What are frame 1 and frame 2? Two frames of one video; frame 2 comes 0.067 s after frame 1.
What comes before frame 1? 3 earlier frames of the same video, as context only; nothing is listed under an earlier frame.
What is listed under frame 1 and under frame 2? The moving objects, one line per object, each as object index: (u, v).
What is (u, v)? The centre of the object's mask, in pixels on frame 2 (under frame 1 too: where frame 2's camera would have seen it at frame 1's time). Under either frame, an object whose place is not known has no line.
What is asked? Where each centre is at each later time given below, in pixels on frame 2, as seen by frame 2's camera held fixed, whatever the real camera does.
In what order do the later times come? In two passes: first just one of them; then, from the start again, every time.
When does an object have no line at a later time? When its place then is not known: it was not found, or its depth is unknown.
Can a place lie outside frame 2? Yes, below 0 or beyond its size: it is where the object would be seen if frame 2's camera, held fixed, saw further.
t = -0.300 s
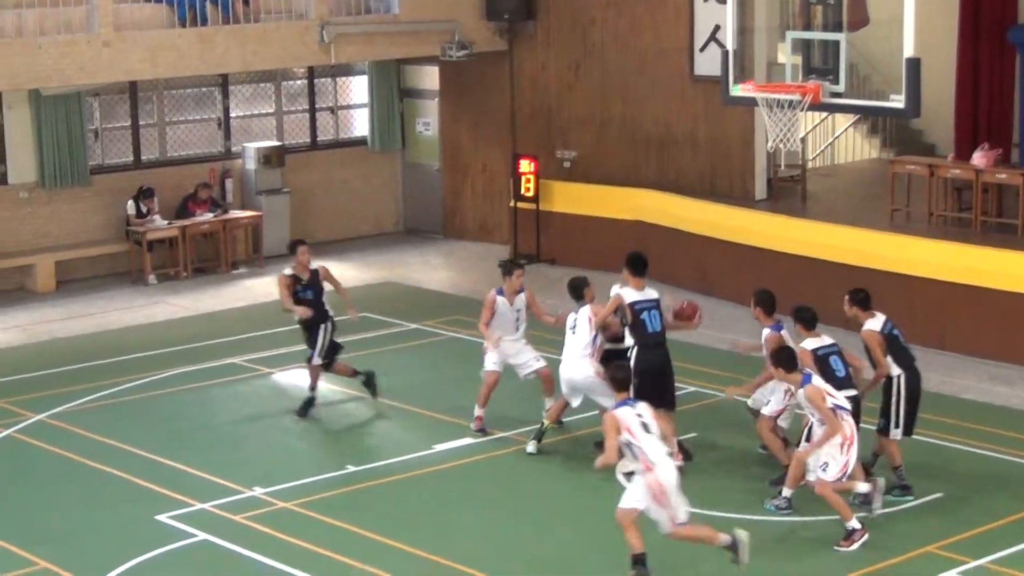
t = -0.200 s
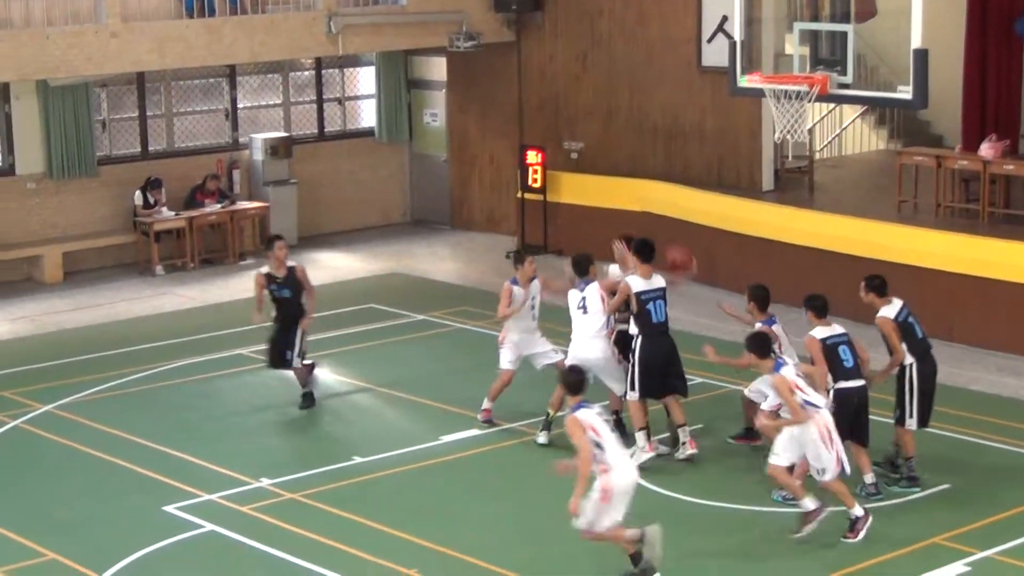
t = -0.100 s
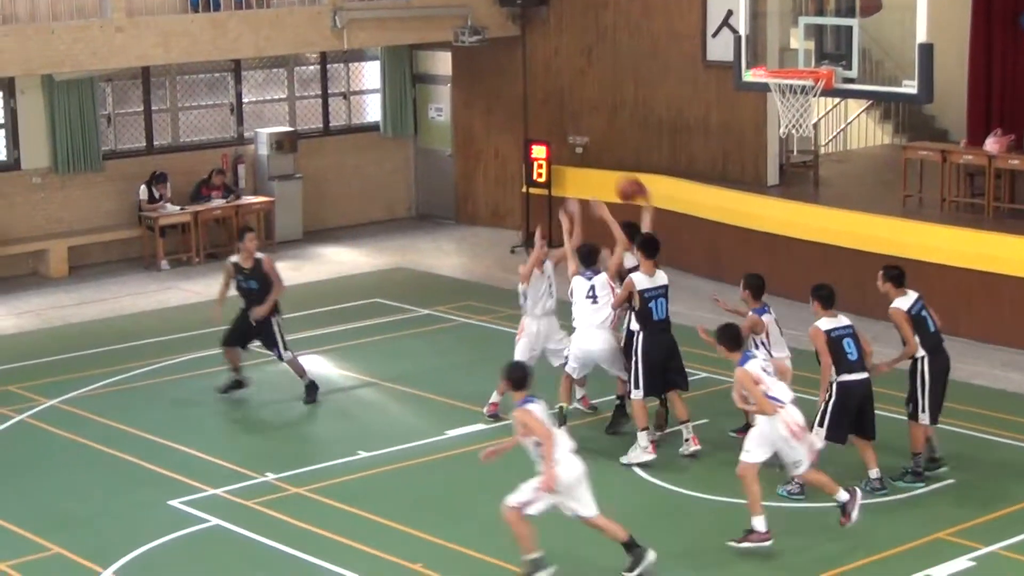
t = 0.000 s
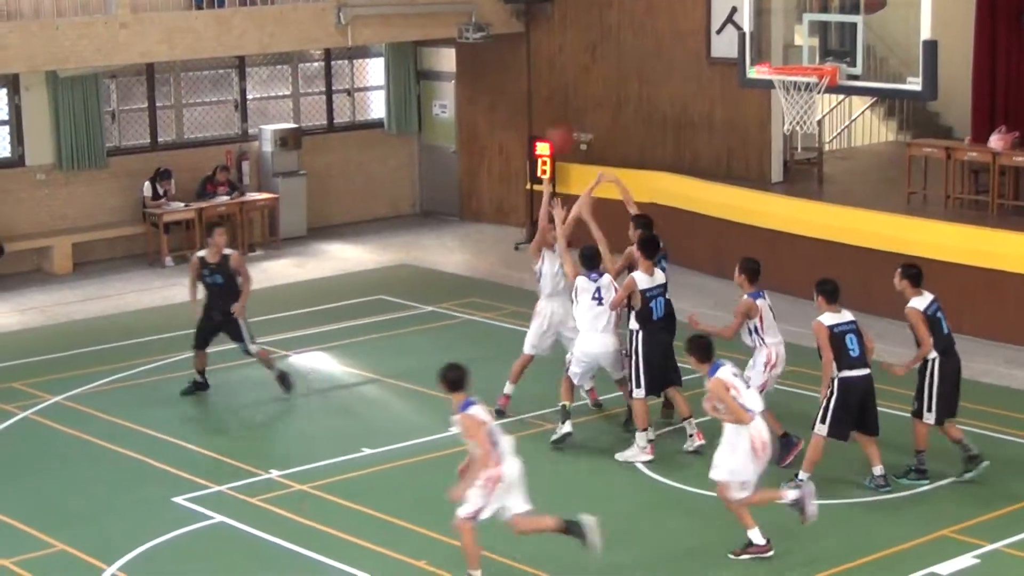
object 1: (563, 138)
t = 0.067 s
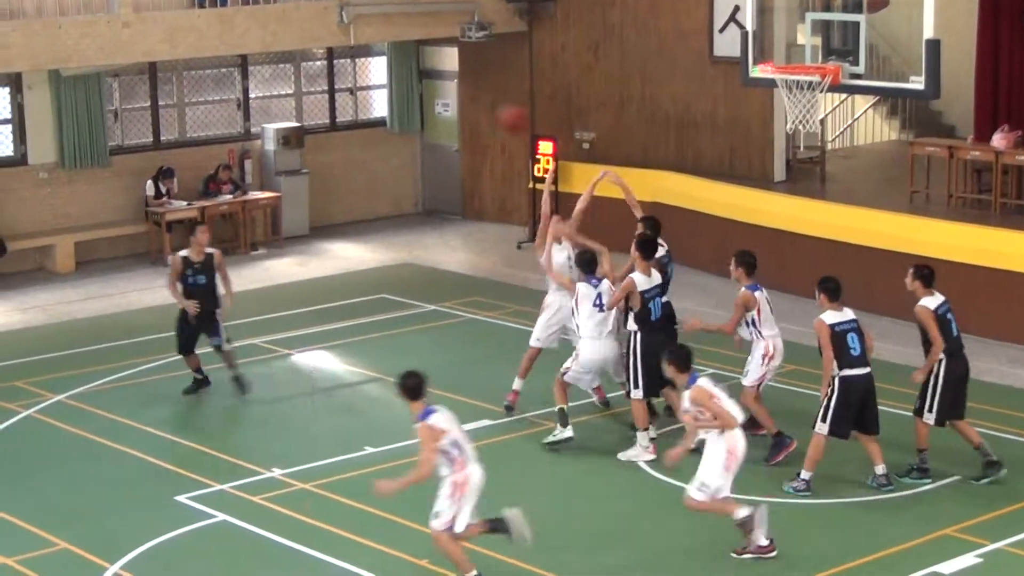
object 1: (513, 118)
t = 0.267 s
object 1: (363, 85)
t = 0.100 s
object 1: (488, 109)
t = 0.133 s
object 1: (463, 102)
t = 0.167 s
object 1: (437, 96)
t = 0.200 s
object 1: (413, 91)
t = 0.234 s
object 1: (391, 87)
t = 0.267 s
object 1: (363, 85)
